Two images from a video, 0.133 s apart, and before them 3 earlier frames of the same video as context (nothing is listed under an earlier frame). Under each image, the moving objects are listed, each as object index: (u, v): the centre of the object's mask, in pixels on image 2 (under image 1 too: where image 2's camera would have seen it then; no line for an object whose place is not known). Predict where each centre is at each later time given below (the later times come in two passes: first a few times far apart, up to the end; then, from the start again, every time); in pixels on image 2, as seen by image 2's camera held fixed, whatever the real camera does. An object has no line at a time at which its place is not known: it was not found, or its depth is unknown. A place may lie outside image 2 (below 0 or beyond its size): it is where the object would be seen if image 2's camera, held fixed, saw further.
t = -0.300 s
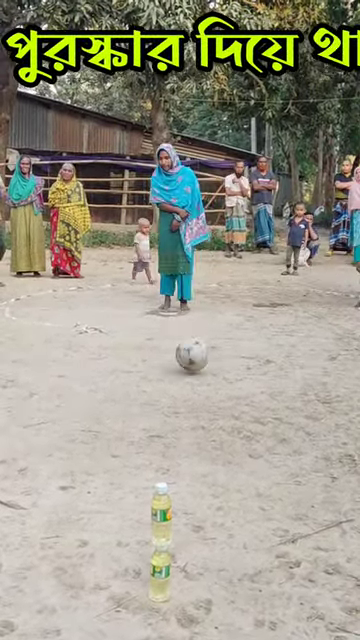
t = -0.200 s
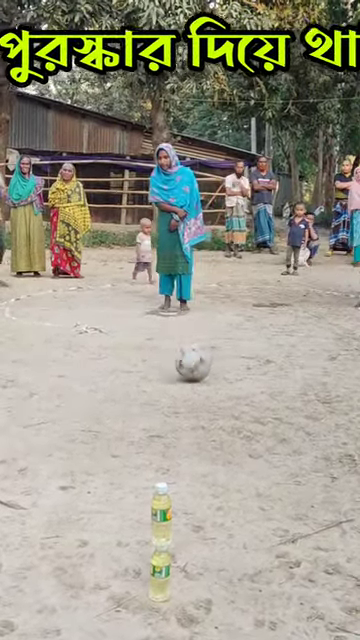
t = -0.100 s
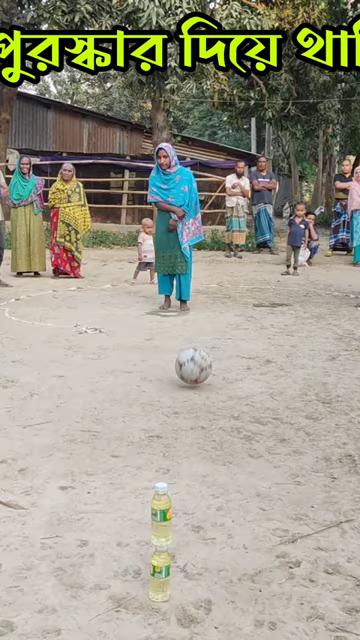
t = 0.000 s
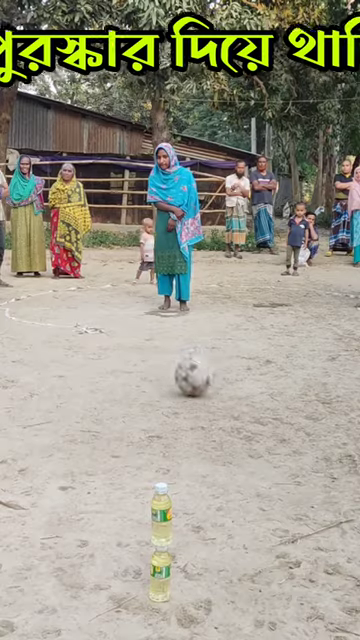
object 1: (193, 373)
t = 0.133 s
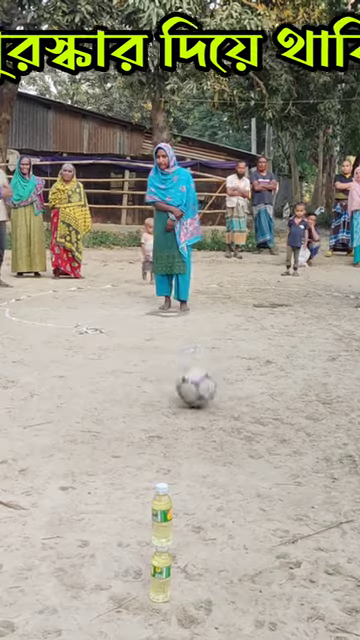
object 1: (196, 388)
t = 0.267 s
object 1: (198, 398)
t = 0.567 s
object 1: (203, 429)
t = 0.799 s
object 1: (202, 457)
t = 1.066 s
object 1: (200, 498)
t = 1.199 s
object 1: (197, 530)
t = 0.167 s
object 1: (196, 390)
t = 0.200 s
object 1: (196, 393)
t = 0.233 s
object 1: (197, 396)
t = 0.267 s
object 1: (198, 398)
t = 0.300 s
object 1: (198, 403)
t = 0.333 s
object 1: (199, 404)
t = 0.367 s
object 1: (199, 407)
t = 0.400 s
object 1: (200, 410)
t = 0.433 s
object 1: (201, 415)
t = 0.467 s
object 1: (202, 416)
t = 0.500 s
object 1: (202, 421)
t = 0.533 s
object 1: (204, 425)
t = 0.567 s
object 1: (203, 429)
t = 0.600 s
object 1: (203, 433)
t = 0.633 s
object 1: (204, 438)
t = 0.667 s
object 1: (203, 437)
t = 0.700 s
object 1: (204, 440)
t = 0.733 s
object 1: (201, 454)
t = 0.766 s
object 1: (201, 456)
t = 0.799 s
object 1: (202, 457)
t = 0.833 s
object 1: (202, 459)
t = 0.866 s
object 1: (202, 466)
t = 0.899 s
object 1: (201, 477)
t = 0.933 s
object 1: (201, 481)
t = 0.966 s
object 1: (201, 482)
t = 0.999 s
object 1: (202, 489)
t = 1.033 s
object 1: (201, 496)
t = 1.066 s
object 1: (200, 498)
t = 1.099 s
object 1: (201, 499)
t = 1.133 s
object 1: (197, 507)
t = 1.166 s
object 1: (197, 518)
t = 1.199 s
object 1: (197, 530)
